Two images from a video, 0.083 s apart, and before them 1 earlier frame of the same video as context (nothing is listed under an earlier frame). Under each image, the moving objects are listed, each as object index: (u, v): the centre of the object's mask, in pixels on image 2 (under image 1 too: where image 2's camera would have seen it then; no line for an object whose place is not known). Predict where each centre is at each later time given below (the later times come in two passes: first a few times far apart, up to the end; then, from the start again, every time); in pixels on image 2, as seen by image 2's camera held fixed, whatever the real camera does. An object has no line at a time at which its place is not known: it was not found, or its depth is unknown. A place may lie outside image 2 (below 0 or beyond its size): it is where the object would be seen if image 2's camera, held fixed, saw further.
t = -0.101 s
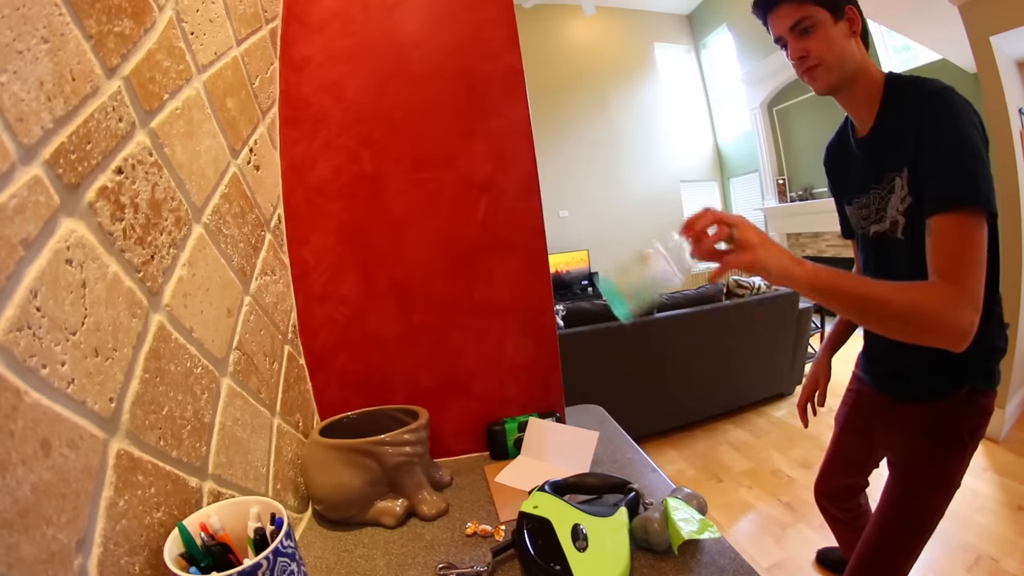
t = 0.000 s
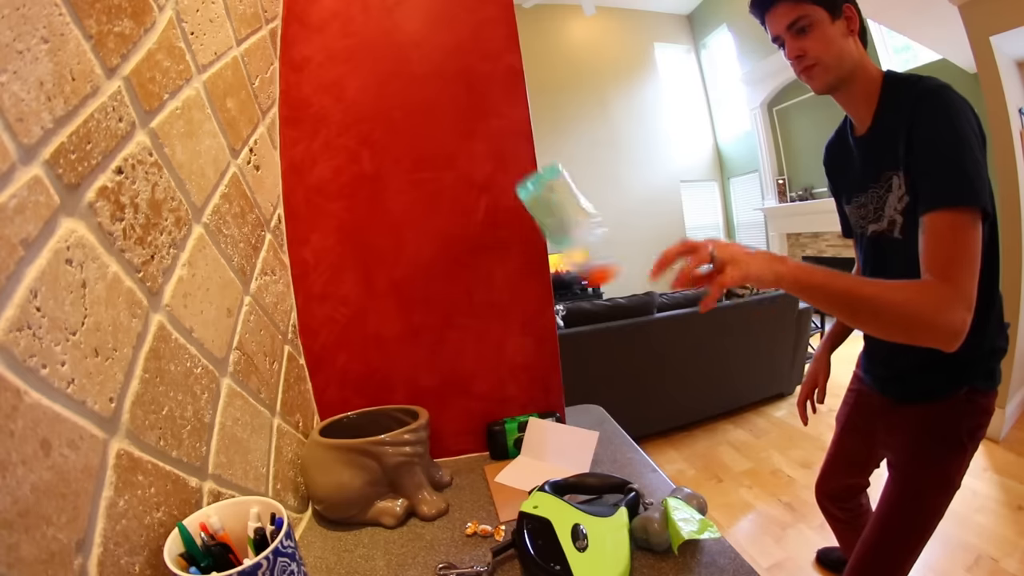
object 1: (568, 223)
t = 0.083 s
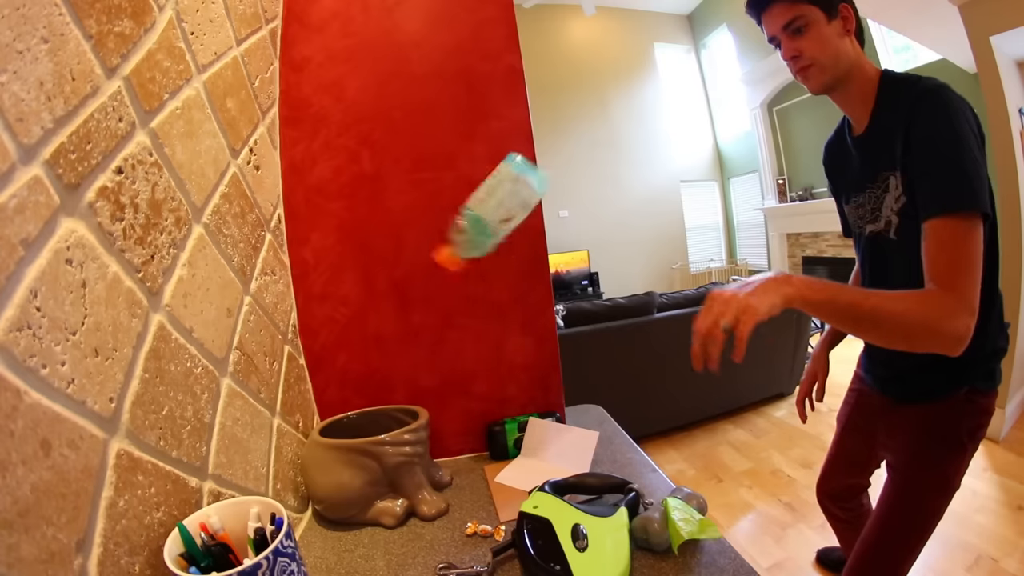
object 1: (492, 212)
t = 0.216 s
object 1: (413, 321)
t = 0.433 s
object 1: (377, 395)
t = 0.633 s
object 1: (379, 419)
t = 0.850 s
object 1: (384, 426)
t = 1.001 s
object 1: (384, 426)
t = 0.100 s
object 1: (481, 215)
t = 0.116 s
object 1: (471, 223)
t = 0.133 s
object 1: (460, 233)
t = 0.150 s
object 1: (450, 246)
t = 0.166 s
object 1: (440, 261)
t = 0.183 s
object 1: (431, 279)
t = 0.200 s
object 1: (421, 299)
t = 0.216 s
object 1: (413, 321)
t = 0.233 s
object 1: (404, 345)
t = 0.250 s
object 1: (396, 359)
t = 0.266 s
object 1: (392, 369)
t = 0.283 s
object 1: (390, 379)
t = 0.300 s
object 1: (388, 386)
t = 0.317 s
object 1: (382, 388)
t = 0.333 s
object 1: (378, 389)
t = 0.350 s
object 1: (375, 391)
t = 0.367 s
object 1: (374, 393)
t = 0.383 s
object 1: (373, 394)
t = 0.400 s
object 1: (374, 395)
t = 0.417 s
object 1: (375, 395)
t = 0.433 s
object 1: (377, 395)
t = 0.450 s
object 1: (378, 396)
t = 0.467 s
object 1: (379, 396)
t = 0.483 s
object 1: (381, 396)
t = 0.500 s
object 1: (381, 399)
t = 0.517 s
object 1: (381, 403)
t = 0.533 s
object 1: (382, 407)
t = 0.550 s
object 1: (385, 410)
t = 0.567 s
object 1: (385, 413)
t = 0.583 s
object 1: (383, 415)
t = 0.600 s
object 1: (381, 416)
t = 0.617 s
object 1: (380, 417)
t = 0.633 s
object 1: (379, 419)
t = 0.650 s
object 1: (378, 421)
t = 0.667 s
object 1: (381, 423)
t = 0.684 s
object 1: (383, 424)
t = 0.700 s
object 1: (381, 424)
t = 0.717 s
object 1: (382, 425)
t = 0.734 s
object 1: (383, 426)
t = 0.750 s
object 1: (383, 426)
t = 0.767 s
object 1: (383, 426)
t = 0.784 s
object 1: (383, 426)
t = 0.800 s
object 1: (383, 426)
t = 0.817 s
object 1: (383, 426)
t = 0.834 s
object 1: (384, 426)
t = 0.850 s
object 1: (384, 426)
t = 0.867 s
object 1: (384, 426)
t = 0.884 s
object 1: (384, 426)
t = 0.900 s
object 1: (383, 426)
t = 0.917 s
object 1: (383, 426)
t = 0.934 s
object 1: (383, 426)
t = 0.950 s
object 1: (383, 426)
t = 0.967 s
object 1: (384, 426)
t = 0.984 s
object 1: (384, 426)
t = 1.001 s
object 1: (384, 426)
